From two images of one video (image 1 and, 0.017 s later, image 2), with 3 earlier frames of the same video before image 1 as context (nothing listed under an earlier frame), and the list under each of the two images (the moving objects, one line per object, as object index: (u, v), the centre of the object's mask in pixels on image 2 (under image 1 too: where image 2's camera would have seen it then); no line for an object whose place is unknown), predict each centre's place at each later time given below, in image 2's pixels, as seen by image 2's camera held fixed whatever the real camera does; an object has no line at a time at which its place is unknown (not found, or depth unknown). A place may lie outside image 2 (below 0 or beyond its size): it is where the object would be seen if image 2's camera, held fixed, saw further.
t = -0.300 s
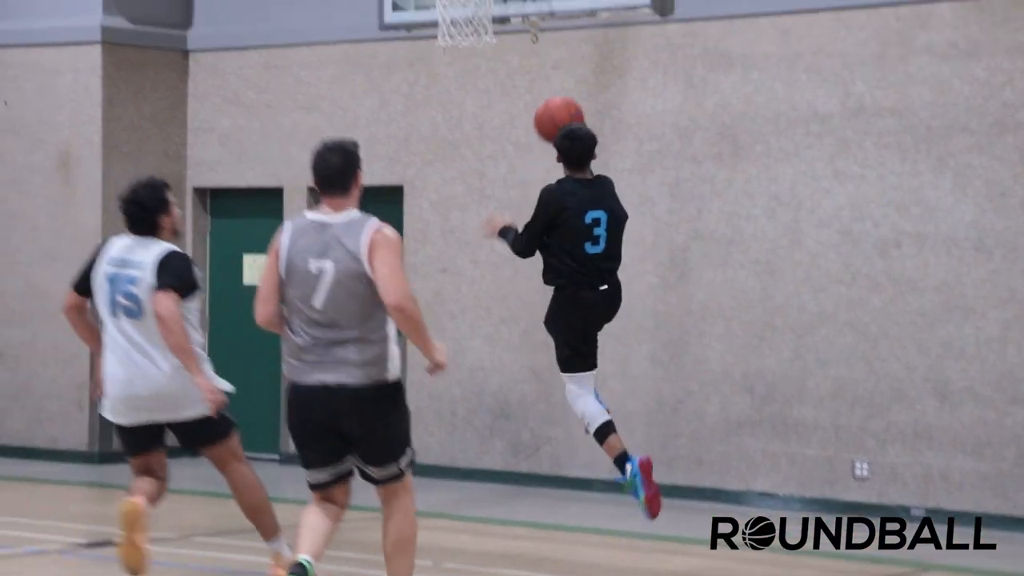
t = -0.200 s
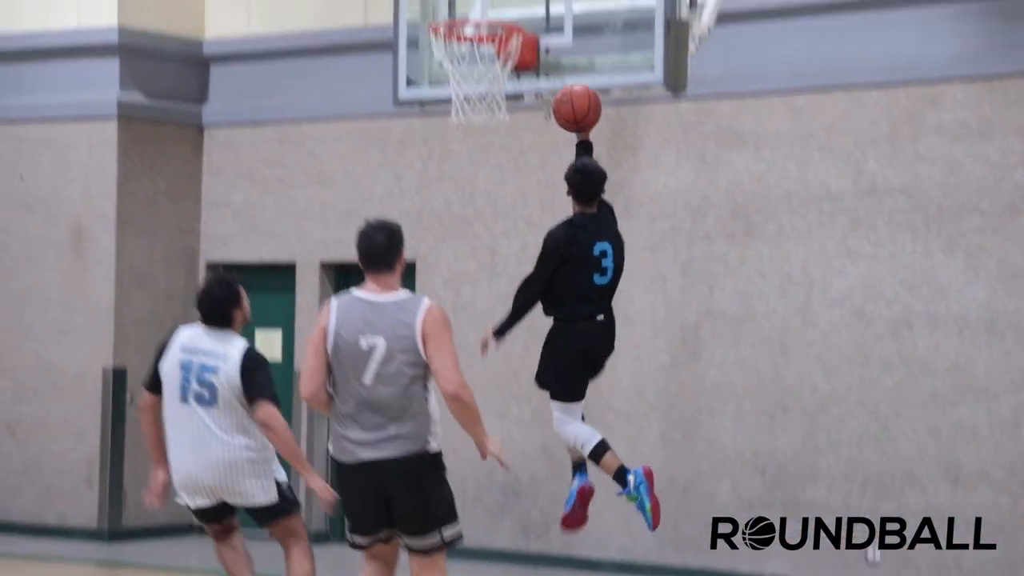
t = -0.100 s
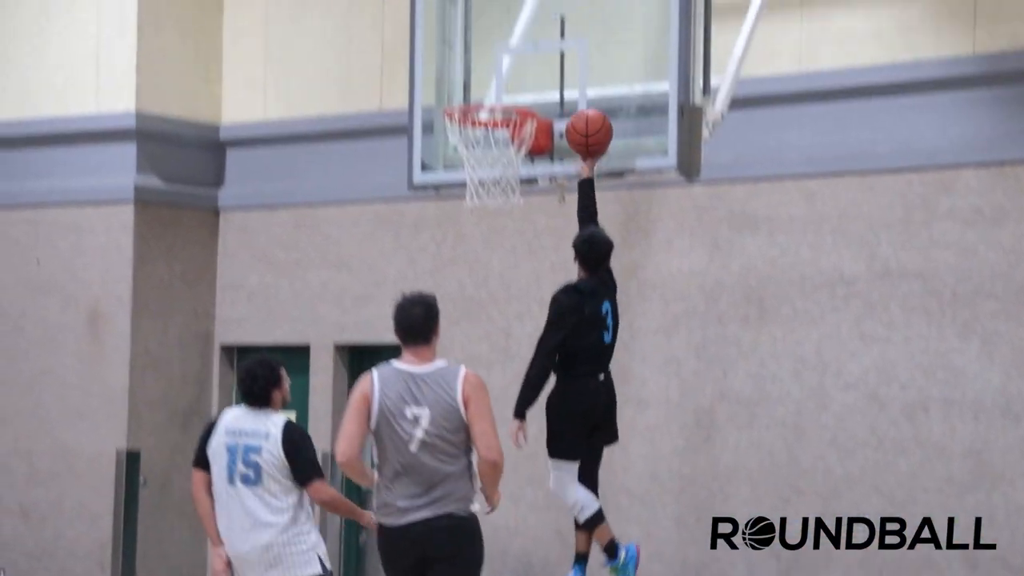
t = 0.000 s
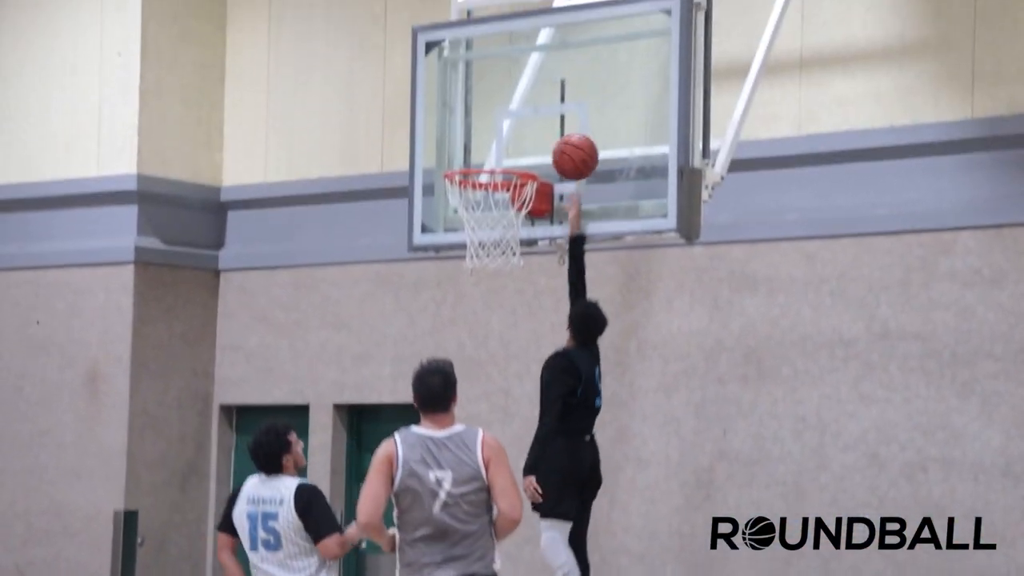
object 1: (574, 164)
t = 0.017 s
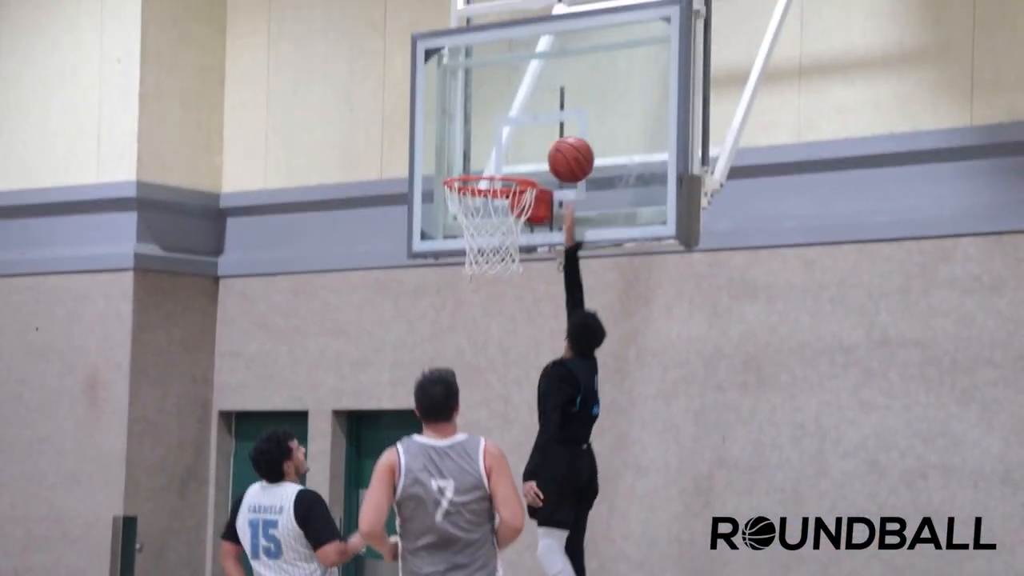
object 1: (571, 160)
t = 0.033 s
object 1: (567, 156)
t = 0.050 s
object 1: (563, 153)
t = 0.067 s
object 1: (560, 150)
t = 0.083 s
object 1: (556, 148)
